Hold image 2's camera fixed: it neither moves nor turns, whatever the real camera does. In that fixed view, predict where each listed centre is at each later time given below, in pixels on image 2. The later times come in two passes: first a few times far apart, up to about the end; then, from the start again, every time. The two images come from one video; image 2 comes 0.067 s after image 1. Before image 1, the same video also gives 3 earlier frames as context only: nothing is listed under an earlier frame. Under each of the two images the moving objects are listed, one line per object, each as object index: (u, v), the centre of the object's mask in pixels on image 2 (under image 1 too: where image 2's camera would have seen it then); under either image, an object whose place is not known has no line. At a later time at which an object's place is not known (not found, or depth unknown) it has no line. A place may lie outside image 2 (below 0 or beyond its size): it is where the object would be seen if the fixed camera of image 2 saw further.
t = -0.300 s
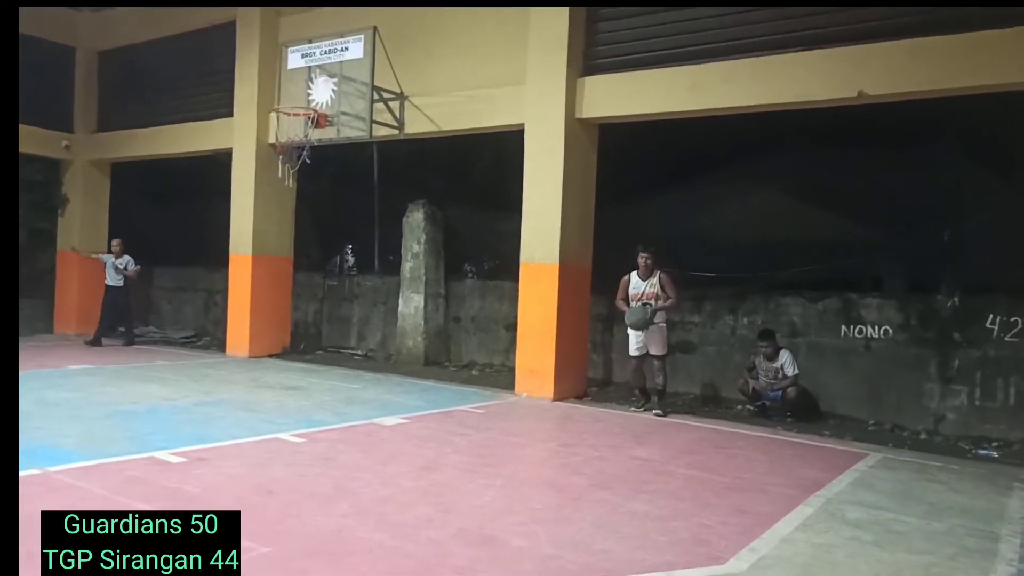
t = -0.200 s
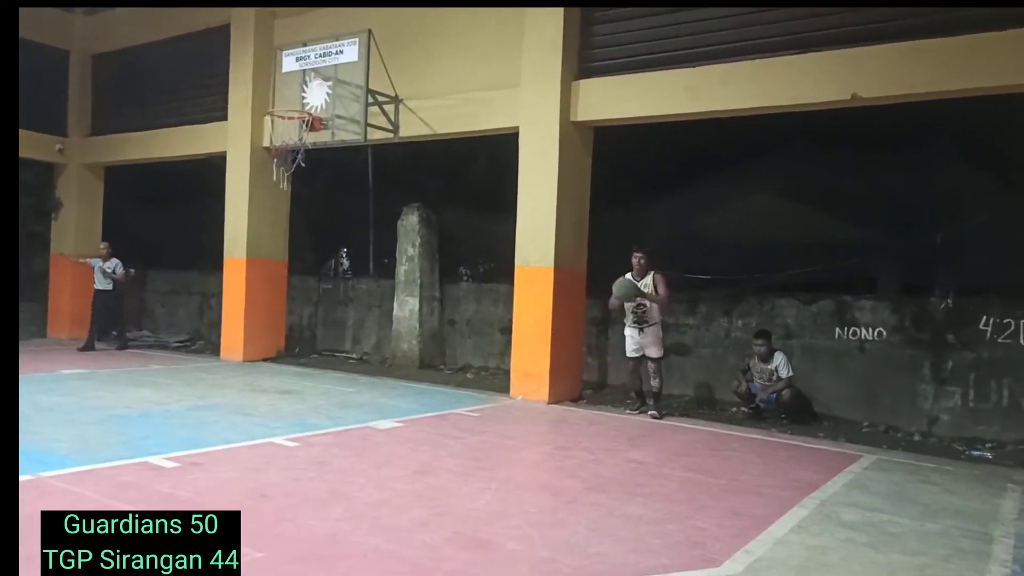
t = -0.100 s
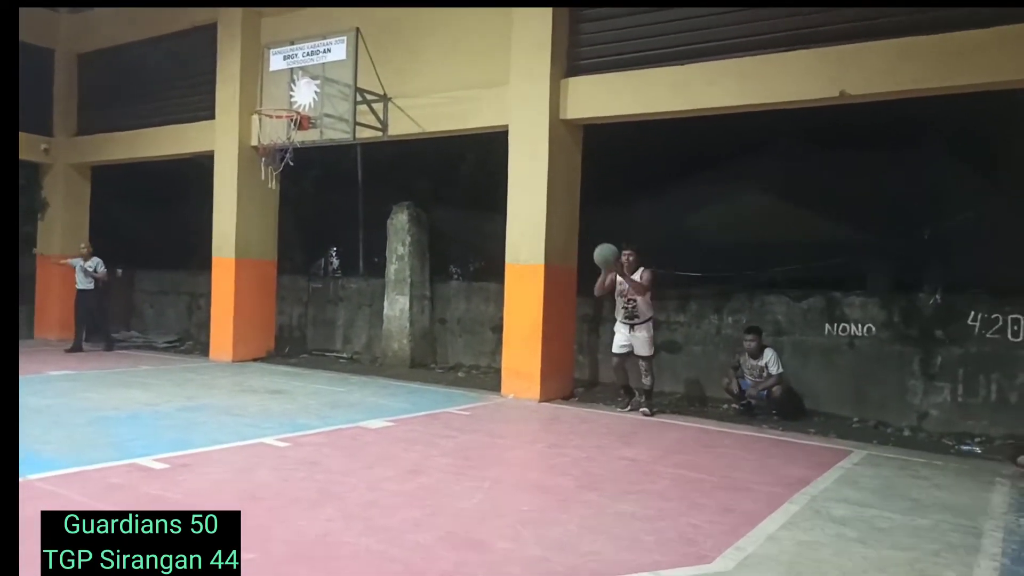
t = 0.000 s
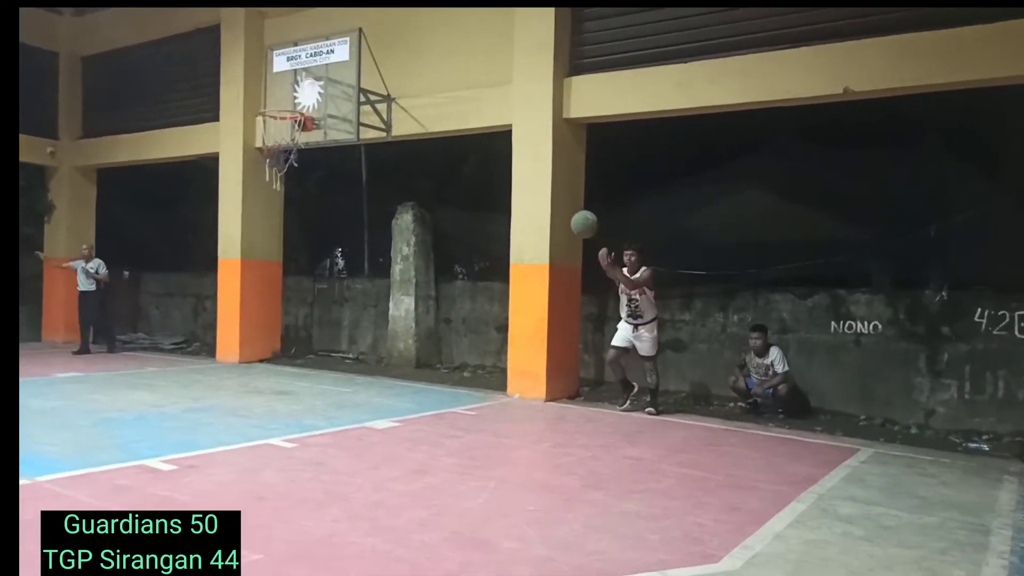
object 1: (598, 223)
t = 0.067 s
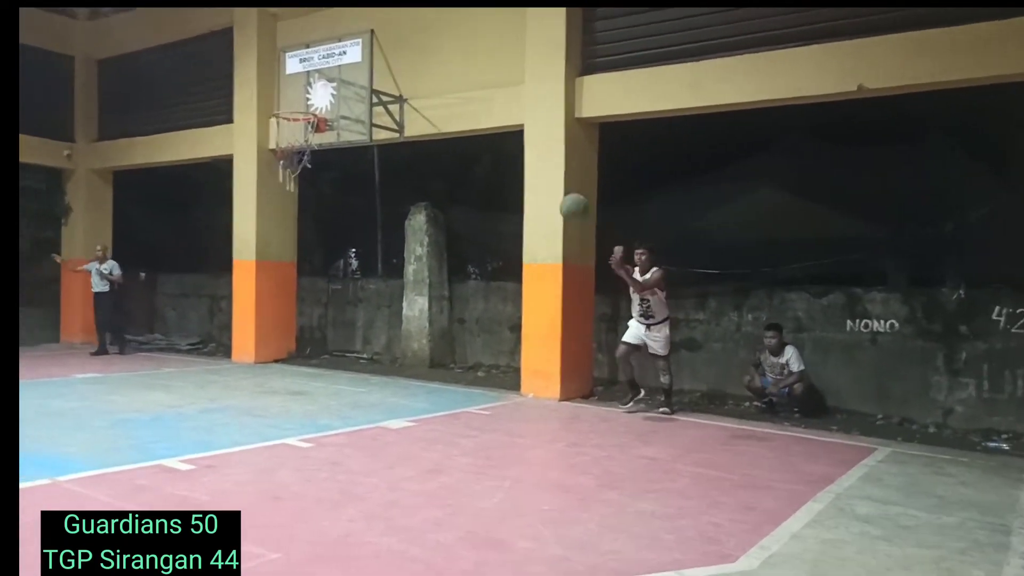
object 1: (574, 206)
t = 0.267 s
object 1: (483, 184)
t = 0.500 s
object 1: (321, 234)
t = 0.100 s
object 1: (561, 201)
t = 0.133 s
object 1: (547, 195)
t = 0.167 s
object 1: (532, 191)
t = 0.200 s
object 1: (517, 187)
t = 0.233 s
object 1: (501, 185)
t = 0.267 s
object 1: (483, 184)
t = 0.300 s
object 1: (465, 185)
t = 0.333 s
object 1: (444, 187)
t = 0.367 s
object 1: (423, 191)
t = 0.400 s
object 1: (400, 198)
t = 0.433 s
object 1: (376, 207)
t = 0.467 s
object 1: (350, 219)
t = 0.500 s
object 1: (321, 234)
